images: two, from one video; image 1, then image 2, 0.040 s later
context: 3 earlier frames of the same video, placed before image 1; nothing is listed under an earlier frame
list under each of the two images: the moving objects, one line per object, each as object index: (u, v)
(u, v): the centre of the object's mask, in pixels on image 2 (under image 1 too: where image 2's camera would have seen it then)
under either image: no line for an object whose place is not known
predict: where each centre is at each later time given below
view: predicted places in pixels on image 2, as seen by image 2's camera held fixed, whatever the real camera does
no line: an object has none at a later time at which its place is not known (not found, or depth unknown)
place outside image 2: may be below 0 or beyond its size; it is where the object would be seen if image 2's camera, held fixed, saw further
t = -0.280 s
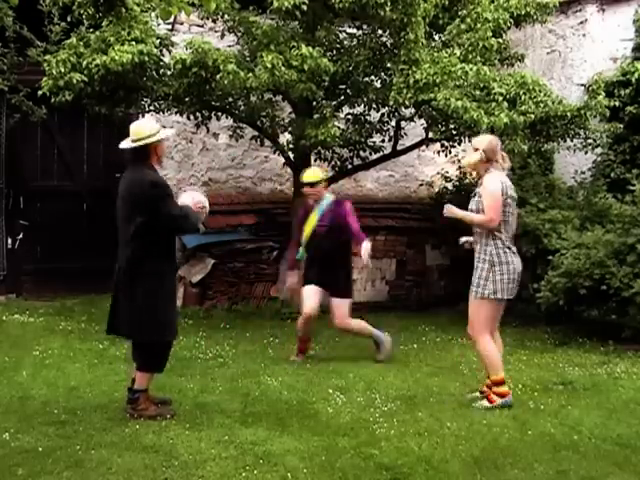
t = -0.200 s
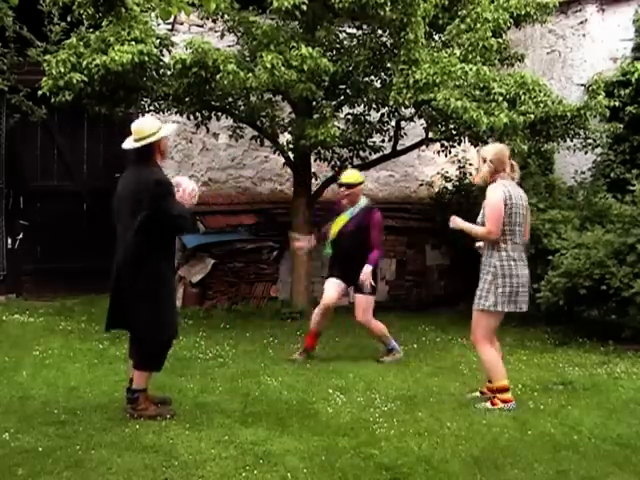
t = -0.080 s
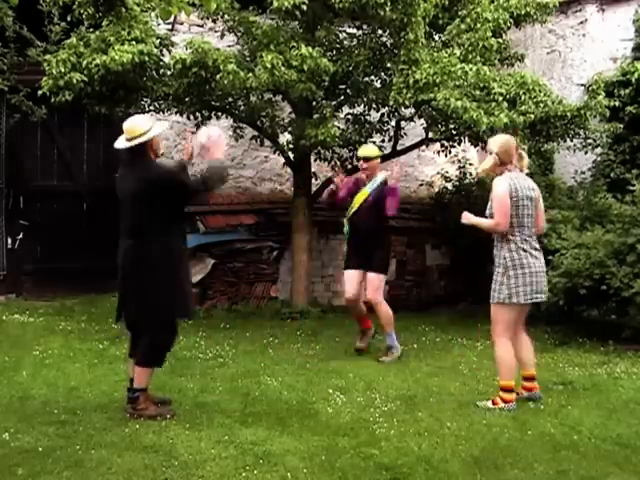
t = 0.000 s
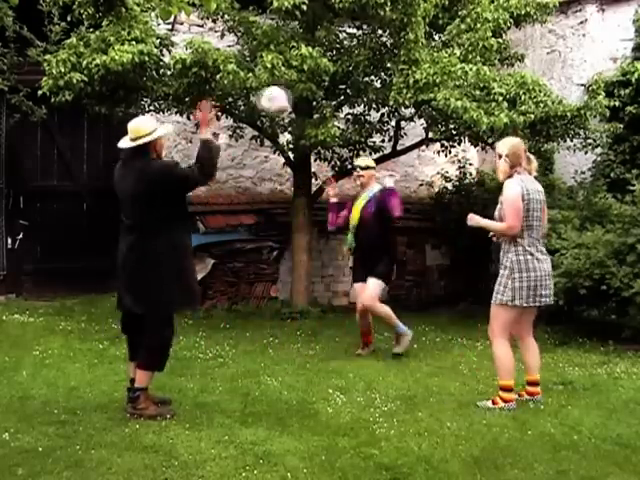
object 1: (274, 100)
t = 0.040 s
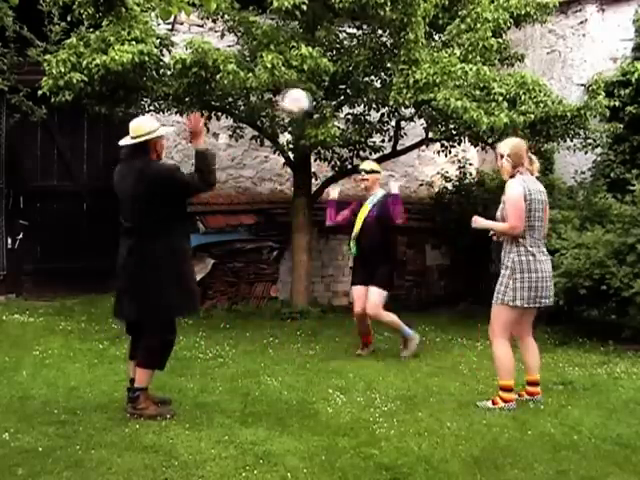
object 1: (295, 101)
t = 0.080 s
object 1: (324, 117)
